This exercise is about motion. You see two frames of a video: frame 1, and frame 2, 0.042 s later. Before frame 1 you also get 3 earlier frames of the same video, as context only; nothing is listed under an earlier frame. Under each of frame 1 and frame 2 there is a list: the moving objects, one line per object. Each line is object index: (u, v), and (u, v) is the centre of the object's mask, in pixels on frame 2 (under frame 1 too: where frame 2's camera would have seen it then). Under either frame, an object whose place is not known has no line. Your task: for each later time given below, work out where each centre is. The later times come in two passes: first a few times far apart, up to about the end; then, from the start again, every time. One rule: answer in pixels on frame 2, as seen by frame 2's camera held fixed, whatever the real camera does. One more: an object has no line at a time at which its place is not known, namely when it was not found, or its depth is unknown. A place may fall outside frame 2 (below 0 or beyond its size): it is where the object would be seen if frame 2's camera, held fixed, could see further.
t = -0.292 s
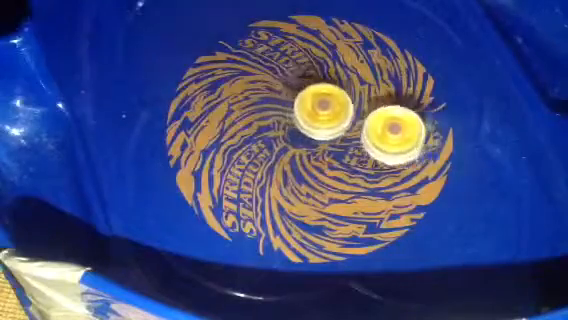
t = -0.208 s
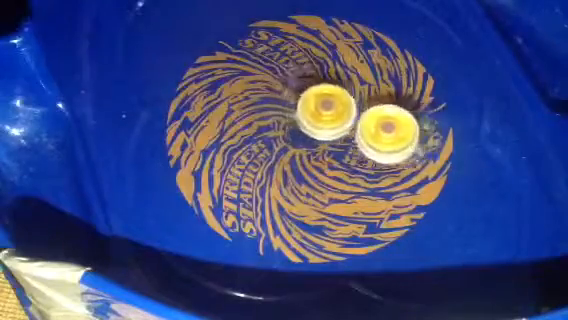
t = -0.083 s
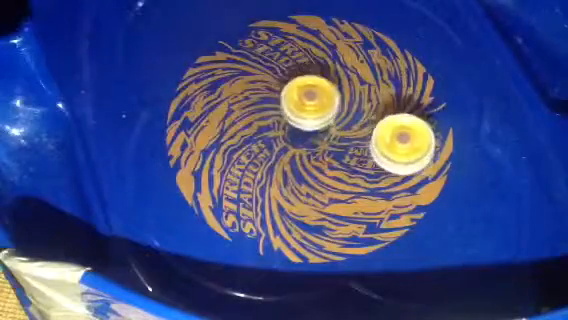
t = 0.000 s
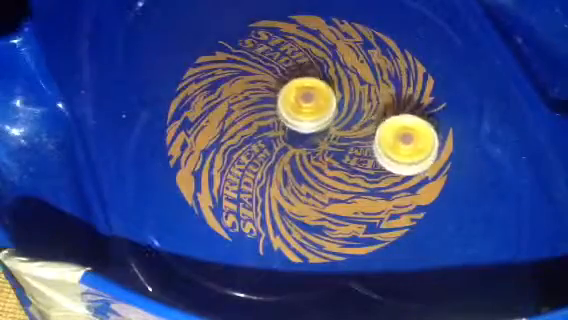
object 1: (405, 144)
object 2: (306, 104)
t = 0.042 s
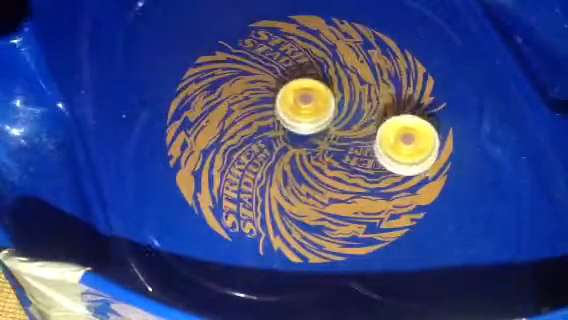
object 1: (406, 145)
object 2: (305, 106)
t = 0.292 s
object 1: (401, 141)
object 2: (301, 115)
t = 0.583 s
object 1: (380, 134)
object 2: (305, 123)
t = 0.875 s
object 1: (378, 131)
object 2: (295, 120)
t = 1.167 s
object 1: (375, 121)
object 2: (298, 119)
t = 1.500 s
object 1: (382, 110)
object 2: (298, 109)
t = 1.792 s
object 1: (413, 100)
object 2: (302, 106)
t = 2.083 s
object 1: (427, 89)
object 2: (315, 105)
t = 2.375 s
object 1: (418, 82)
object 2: (325, 106)
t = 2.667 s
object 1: (394, 81)
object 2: (326, 110)
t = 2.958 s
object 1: (366, 80)
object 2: (320, 119)
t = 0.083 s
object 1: (407, 145)
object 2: (303, 107)
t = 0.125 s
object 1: (407, 144)
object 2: (302, 109)
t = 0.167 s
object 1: (406, 144)
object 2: (301, 111)
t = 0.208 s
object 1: (405, 143)
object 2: (301, 112)
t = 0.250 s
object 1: (403, 142)
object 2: (301, 114)
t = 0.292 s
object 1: (401, 141)
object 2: (301, 115)
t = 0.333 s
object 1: (399, 140)
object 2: (301, 117)
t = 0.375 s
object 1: (396, 139)
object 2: (301, 118)
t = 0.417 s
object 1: (393, 138)
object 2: (302, 120)
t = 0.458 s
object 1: (390, 137)
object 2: (302, 121)
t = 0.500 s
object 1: (386, 136)
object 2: (303, 122)
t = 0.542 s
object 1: (383, 135)
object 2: (304, 123)
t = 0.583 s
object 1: (380, 134)
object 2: (305, 123)
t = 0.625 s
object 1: (376, 133)
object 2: (306, 124)
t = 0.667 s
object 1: (372, 132)
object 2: (307, 124)
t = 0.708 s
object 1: (375, 133)
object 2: (303, 123)
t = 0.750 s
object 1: (377, 134)
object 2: (298, 121)
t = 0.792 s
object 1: (378, 134)
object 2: (296, 120)
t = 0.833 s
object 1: (378, 132)
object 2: (295, 120)
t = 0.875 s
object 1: (378, 131)
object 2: (295, 120)
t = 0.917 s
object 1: (378, 130)
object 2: (295, 121)
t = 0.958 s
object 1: (378, 129)
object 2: (295, 121)
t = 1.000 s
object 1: (377, 127)
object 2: (295, 121)
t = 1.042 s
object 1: (377, 126)
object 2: (295, 120)
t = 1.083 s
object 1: (377, 124)
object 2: (296, 120)
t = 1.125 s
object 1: (376, 122)
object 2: (297, 119)
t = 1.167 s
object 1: (375, 121)
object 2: (298, 119)
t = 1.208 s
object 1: (374, 119)
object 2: (299, 118)
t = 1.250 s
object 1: (373, 118)
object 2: (300, 117)
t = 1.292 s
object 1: (373, 116)
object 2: (302, 116)
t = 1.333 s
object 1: (371, 115)
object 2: (303, 115)
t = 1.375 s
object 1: (370, 113)
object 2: (305, 113)
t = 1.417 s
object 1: (369, 111)
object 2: (306, 112)
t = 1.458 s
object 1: (371, 110)
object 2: (305, 111)
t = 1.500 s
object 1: (382, 110)
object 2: (298, 109)
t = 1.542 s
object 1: (388, 109)
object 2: (295, 107)
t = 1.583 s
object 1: (392, 108)
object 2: (295, 106)
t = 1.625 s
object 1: (397, 106)
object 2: (296, 106)
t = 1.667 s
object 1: (401, 104)
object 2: (297, 106)
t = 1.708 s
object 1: (406, 103)
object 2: (299, 106)
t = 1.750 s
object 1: (409, 101)
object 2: (300, 106)
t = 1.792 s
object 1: (413, 100)
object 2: (302, 106)
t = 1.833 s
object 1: (416, 98)
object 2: (304, 106)
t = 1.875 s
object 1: (418, 97)
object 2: (306, 106)
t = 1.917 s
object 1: (421, 95)
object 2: (308, 106)
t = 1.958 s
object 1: (423, 94)
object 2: (310, 105)
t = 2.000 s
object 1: (424, 92)
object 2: (312, 105)
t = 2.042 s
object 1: (426, 91)
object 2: (313, 105)
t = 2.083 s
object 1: (427, 89)
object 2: (315, 105)
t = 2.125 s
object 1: (427, 88)
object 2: (317, 105)
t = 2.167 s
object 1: (427, 87)
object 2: (319, 105)
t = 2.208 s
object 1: (426, 86)
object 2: (320, 105)
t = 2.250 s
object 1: (424, 84)
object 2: (321, 105)
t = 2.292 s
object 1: (423, 83)
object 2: (323, 105)
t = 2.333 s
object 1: (420, 83)
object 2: (324, 106)
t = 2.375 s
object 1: (418, 82)
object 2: (325, 106)
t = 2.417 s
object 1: (415, 82)
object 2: (326, 106)
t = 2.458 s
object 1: (412, 81)
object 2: (326, 107)
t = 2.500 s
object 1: (408, 82)
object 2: (326, 107)
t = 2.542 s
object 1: (405, 81)
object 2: (327, 108)
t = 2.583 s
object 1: (401, 81)
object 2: (326, 108)
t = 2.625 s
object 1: (398, 81)
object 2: (326, 109)
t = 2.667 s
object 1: (394, 81)
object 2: (326, 110)
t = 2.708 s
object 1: (390, 81)
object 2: (326, 111)
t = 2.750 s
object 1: (386, 81)
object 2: (325, 112)
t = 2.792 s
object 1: (382, 81)
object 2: (324, 113)
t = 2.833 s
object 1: (377, 80)
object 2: (323, 114)
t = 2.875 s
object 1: (373, 80)
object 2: (322, 116)
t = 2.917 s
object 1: (369, 80)
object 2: (321, 117)
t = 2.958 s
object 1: (366, 80)
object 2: (320, 119)
